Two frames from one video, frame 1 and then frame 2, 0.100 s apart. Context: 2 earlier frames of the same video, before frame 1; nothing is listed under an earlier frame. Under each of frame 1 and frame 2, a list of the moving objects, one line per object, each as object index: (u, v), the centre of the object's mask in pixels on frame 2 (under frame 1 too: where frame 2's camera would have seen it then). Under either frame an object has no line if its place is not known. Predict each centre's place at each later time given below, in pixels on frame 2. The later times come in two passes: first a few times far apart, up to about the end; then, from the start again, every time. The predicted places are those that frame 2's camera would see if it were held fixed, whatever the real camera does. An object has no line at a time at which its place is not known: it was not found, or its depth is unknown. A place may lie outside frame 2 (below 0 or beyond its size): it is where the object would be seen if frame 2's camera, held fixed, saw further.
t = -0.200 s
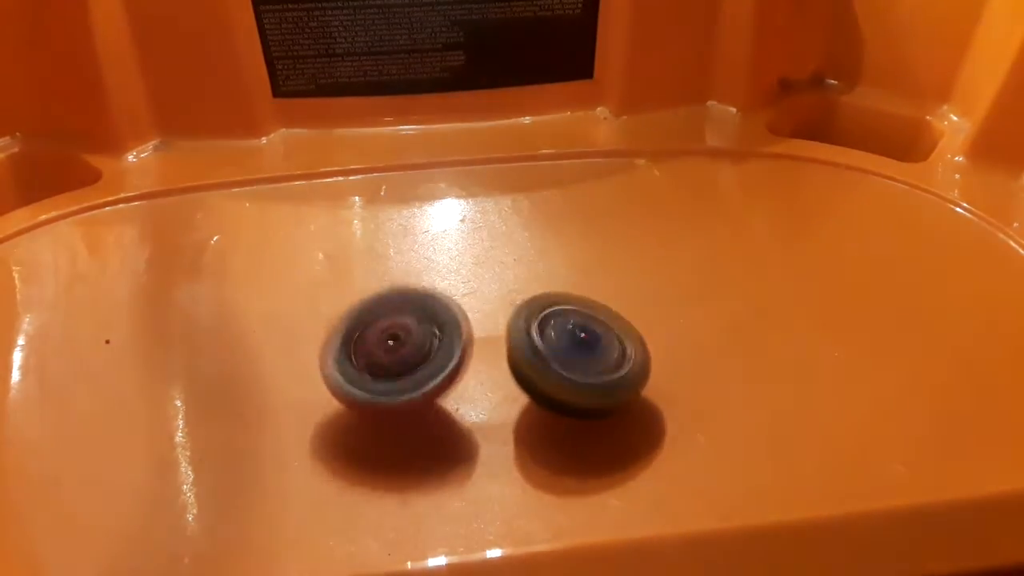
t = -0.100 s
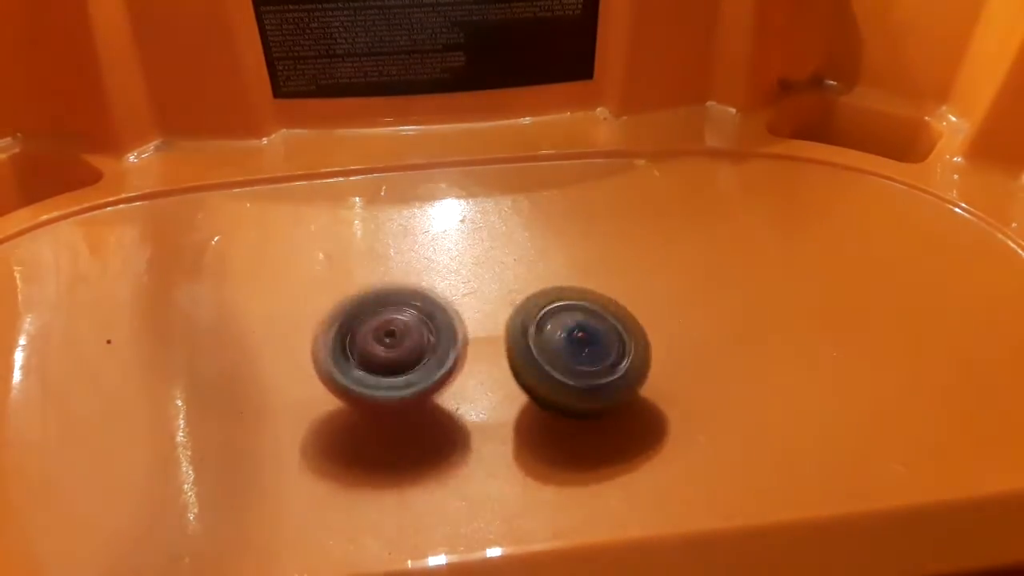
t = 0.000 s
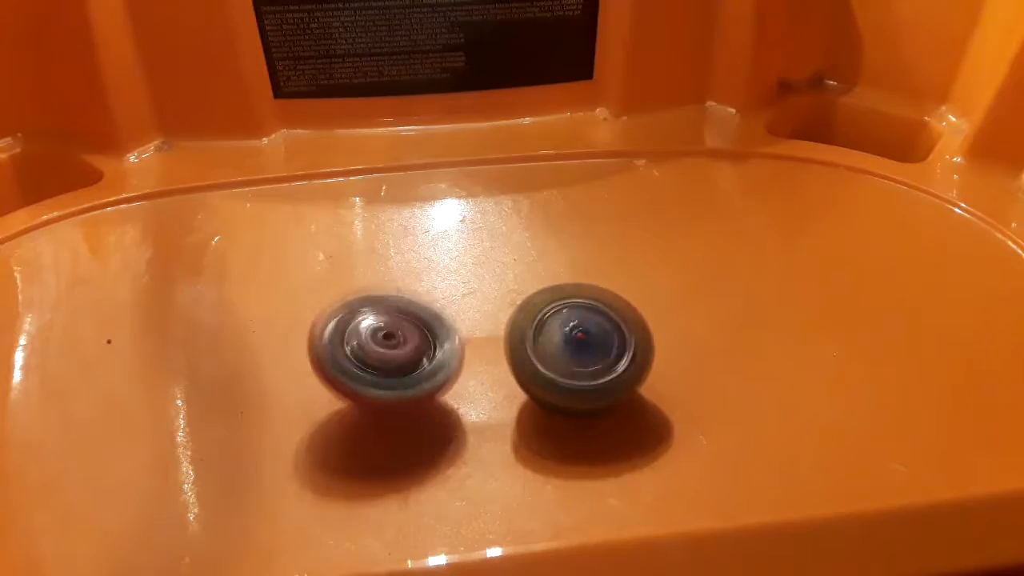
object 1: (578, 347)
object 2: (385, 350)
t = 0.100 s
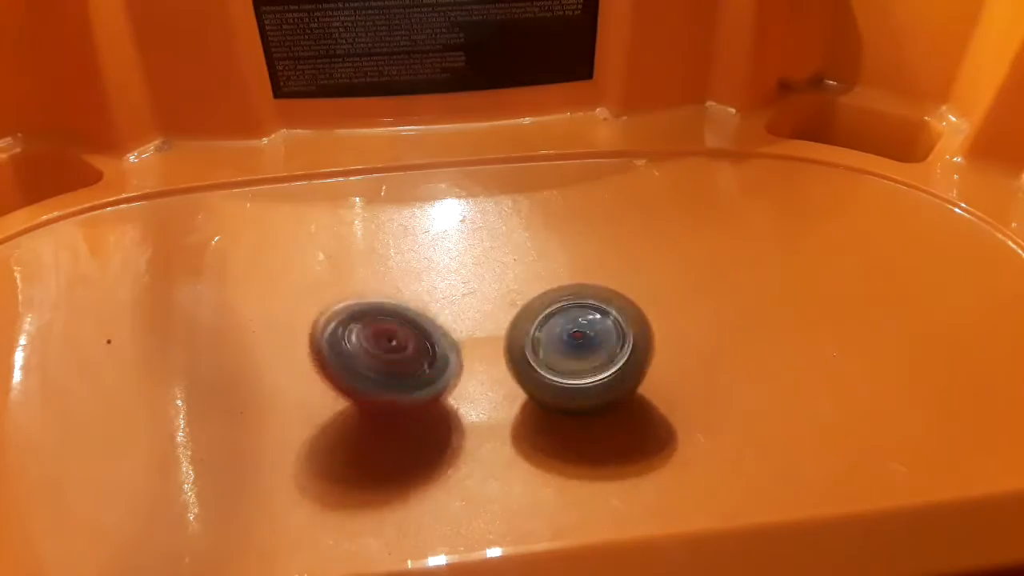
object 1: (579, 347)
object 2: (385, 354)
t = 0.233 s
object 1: (581, 349)
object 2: (383, 357)
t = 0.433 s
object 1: (583, 349)
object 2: (397, 349)
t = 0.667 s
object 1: (575, 347)
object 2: (397, 341)
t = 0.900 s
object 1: (573, 340)
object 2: (388, 344)
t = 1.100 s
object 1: (575, 337)
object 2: (402, 354)
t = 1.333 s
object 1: (575, 342)
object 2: (418, 349)
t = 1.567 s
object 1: (569, 347)
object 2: (412, 349)
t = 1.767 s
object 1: (565, 344)
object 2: (406, 362)
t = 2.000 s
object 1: (564, 340)
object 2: (411, 363)
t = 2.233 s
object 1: (563, 341)
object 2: (413, 359)
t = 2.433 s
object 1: (566, 345)
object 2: (396, 370)
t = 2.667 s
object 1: (559, 346)
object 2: (393, 374)
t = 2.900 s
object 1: (556, 342)
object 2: (396, 355)
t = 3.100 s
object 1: (554, 341)
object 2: (380, 356)
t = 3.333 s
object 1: (554, 343)
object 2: (379, 357)
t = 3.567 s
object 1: (551, 344)
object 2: (384, 346)
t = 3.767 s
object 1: (549, 342)
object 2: (375, 347)
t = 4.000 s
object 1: (545, 340)
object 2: (390, 351)
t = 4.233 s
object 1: (547, 344)
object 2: (393, 354)
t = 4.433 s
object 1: (547, 347)
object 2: (364, 351)
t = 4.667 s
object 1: (544, 348)
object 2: (362, 341)
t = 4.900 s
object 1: (542, 349)
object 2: (377, 345)
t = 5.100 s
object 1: (538, 351)
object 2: (377, 348)
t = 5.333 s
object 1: (540, 352)
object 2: (374, 354)
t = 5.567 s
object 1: (537, 352)
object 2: (382, 349)
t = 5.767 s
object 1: (532, 355)
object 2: (356, 362)
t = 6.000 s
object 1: (538, 356)
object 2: (353, 372)
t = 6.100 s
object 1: (541, 357)
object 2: (366, 363)
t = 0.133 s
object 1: (579, 347)
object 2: (384, 352)
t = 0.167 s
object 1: (580, 348)
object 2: (382, 354)
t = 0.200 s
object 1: (580, 349)
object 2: (379, 356)
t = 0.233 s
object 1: (581, 349)
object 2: (383, 357)
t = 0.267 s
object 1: (581, 349)
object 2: (386, 357)
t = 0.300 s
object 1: (582, 349)
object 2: (387, 355)
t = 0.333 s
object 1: (583, 349)
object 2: (387, 354)
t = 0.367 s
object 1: (582, 349)
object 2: (392, 352)
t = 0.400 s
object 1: (583, 349)
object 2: (395, 351)
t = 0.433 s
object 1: (583, 349)
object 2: (397, 349)
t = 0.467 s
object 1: (582, 349)
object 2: (397, 348)
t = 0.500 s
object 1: (581, 349)
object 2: (399, 346)
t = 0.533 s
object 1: (581, 349)
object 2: (400, 344)
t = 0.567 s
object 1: (581, 349)
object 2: (400, 341)
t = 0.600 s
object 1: (579, 349)
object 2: (398, 341)
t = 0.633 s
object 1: (577, 348)
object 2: (397, 342)
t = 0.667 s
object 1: (575, 347)
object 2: (397, 341)
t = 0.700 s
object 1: (575, 346)
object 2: (396, 339)
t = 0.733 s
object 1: (574, 345)
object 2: (394, 338)
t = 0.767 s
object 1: (573, 344)
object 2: (390, 340)
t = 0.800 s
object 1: (573, 343)
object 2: (391, 342)
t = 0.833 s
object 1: (573, 342)
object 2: (391, 343)
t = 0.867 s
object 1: (573, 341)
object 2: (389, 343)
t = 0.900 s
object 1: (573, 340)
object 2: (388, 344)
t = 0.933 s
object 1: (573, 339)
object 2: (388, 347)
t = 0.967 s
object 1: (574, 338)
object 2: (392, 349)
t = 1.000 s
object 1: (574, 338)
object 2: (394, 351)
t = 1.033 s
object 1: (574, 337)
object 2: (395, 351)
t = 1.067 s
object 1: (574, 337)
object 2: (398, 353)
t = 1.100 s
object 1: (575, 337)
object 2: (402, 354)
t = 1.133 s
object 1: (575, 336)
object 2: (407, 355)
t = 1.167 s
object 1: (575, 337)
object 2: (410, 354)
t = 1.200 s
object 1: (575, 338)
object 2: (413, 354)
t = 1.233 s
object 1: (575, 339)
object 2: (415, 352)
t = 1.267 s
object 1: (575, 340)
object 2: (417, 351)
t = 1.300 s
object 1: (575, 341)
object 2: (418, 350)
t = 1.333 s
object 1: (575, 342)
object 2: (418, 349)
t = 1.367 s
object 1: (575, 343)
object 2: (419, 348)
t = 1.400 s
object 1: (573, 344)
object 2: (419, 346)
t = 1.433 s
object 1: (573, 344)
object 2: (419, 345)
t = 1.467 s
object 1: (572, 345)
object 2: (417, 345)
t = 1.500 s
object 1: (571, 345)
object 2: (416, 346)
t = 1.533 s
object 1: (571, 346)
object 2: (415, 348)
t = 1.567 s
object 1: (569, 347)
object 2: (412, 349)
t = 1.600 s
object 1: (567, 346)
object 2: (409, 350)
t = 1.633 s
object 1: (567, 346)
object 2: (407, 351)
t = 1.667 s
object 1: (568, 346)
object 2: (405, 354)
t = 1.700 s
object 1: (566, 346)
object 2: (404, 356)
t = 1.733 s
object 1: (565, 344)
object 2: (405, 359)
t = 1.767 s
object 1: (565, 344)
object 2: (406, 362)
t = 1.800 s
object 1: (565, 344)
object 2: (406, 363)
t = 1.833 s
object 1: (564, 343)
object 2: (405, 363)
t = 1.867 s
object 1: (564, 342)
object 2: (406, 365)
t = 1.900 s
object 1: (565, 341)
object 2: (406, 366)
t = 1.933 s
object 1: (564, 341)
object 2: (408, 365)
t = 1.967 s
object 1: (564, 341)
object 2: (410, 364)
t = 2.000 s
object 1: (564, 340)
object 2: (411, 363)
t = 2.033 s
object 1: (566, 340)
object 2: (412, 362)
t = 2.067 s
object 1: (564, 341)
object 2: (415, 360)
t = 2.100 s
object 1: (563, 340)
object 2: (417, 359)
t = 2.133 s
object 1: (564, 340)
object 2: (417, 357)
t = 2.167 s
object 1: (564, 341)
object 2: (414, 356)
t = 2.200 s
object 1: (564, 341)
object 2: (413, 358)
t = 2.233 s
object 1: (563, 341)
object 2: (413, 359)
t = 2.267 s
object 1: (566, 342)
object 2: (411, 359)
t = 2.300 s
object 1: (567, 343)
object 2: (408, 362)
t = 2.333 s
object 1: (566, 345)
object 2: (404, 365)
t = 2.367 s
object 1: (563, 344)
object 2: (401, 367)
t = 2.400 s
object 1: (564, 345)
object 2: (398, 368)
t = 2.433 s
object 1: (566, 345)
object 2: (396, 370)
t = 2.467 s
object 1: (563, 346)
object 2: (394, 371)
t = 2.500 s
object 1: (562, 346)
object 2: (393, 372)
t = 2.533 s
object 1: (562, 346)
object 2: (395, 374)
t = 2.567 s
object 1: (562, 347)
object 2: (394, 375)
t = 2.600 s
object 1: (560, 347)
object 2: (392, 375)
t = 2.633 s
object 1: (559, 346)
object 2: (392, 375)
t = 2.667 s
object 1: (559, 346)
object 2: (393, 374)
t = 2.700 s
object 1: (559, 346)
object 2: (395, 373)
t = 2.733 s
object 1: (558, 345)
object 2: (396, 371)
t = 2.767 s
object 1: (557, 345)
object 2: (397, 367)
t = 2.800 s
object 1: (558, 343)
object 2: (398, 364)
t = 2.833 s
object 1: (558, 343)
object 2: (399, 362)
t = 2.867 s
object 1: (557, 342)
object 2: (399, 357)
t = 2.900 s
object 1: (556, 342)
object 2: (396, 355)
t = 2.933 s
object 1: (556, 341)
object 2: (393, 354)
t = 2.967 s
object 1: (556, 341)
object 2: (390, 354)
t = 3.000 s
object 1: (555, 341)
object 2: (388, 352)
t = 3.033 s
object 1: (554, 341)
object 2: (385, 353)
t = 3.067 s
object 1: (554, 341)
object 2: (383, 356)
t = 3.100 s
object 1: (554, 341)
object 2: (380, 356)
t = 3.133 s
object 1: (554, 342)
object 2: (379, 356)
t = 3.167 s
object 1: (554, 341)
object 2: (380, 357)
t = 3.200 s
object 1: (554, 342)
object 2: (380, 356)
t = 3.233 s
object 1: (554, 342)
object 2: (379, 357)
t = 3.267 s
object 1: (554, 342)
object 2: (379, 357)
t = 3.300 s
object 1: (553, 343)
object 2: (379, 357)
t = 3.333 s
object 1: (554, 343)
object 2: (379, 357)
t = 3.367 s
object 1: (554, 344)
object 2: (380, 357)
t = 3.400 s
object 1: (553, 344)
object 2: (382, 355)
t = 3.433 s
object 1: (552, 344)
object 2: (383, 353)
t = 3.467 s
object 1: (552, 344)
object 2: (384, 352)
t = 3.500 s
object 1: (551, 344)
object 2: (385, 349)
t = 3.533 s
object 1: (552, 344)
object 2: (386, 348)
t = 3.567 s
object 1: (551, 344)
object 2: (384, 346)
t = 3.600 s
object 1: (551, 344)
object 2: (382, 345)
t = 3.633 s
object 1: (550, 343)
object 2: (381, 344)
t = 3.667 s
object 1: (550, 343)
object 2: (380, 344)
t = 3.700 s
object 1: (550, 343)
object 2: (377, 346)
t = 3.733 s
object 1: (549, 342)
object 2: (377, 347)
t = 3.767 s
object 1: (549, 342)
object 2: (375, 347)
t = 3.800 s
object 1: (549, 342)
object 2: (376, 348)
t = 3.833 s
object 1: (548, 341)
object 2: (379, 348)
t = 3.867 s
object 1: (547, 341)
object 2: (380, 348)
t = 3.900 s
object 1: (546, 341)
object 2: (380, 349)
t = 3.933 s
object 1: (545, 340)
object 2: (382, 350)
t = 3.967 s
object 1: (545, 340)
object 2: (386, 352)
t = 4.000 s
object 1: (545, 340)
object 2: (390, 351)
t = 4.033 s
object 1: (546, 341)
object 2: (389, 351)
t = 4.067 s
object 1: (547, 342)
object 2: (384, 352)
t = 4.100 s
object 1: (544, 343)
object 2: (379, 355)
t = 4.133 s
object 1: (543, 342)
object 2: (380, 358)
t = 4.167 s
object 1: (545, 342)
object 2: (386, 357)
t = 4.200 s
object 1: (546, 343)
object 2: (390, 356)
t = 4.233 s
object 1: (547, 344)
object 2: (393, 354)
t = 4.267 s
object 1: (547, 347)
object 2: (390, 349)
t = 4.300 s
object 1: (546, 348)
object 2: (379, 347)
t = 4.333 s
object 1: (541, 348)
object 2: (367, 351)
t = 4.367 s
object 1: (541, 347)
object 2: (357, 352)
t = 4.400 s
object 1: (545, 346)
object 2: (358, 353)
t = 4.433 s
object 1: (547, 347)
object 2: (364, 351)
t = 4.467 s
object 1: (547, 348)
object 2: (370, 349)
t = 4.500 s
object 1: (544, 348)
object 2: (374, 345)
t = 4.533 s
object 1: (545, 347)
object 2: (373, 343)
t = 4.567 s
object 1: (546, 347)
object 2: (369, 341)
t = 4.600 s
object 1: (548, 349)
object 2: (364, 339)
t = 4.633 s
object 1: (546, 349)
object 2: (362, 341)
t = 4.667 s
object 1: (544, 348)
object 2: (362, 341)
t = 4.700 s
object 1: (543, 347)
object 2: (364, 341)
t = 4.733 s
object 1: (544, 348)
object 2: (364, 343)
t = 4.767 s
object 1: (543, 349)
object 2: (368, 343)
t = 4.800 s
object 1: (540, 349)
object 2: (371, 344)
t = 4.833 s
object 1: (538, 348)
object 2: (376, 346)
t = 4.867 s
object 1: (539, 347)
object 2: (380, 345)
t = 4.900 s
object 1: (542, 349)
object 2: (377, 345)
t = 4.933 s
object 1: (539, 351)
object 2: (379, 346)
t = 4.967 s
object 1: (535, 351)
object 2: (380, 347)
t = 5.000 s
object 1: (536, 349)
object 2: (379, 347)
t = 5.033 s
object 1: (537, 350)
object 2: (380, 347)
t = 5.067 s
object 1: (538, 350)
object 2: (380, 348)
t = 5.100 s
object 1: (538, 351)
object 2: (377, 348)
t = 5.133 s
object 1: (537, 351)
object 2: (374, 347)
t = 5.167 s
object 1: (537, 351)
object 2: (373, 347)
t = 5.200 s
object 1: (538, 351)
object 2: (372, 348)
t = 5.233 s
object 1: (540, 351)
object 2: (372, 349)
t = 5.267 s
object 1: (539, 352)
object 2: (371, 350)
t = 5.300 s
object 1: (540, 352)
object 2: (372, 352)
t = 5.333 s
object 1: (540, 352)
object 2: (374, 354)
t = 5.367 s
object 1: (541, 352)
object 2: (379, 356)
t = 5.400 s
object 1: (542, 353)
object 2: (381, 352)
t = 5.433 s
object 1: (541, 352)
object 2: (381, 351)
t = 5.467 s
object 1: (540, 352)
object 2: (384, 350)
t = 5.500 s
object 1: (539, 352)
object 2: (384, 349)
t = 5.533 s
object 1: (538, 352)
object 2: (382, 350)
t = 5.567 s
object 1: (537, 352)
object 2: (382, 349)
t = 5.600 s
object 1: (537, 353)
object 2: (381, 352)
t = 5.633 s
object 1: (538, 356)
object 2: (375, 354)
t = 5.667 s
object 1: (532, 359)
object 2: (368, 361)
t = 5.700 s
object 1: (527, 358)
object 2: (371, 362)
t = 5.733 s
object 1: (529, 355)
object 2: (364, 360)
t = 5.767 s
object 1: (532, 355)
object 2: (356, 362)
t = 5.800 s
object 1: (533, 355)
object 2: (354, 366)
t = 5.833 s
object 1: (531, 357)
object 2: (355, 368)
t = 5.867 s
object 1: (529, 356)
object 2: (355, 371)
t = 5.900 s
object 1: (531, 355)
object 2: (352, 370)
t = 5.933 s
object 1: (535, 355)
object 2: (349, 372)
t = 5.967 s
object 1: (537, 356)
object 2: (351, 372)
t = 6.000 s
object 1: (538, 356)
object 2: (353, 372)
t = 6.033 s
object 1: (538, 357)
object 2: (357, 368)
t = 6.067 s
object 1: (538, 356)
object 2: (360, 367)
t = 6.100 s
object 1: (541, 357)
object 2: (366, 363)
